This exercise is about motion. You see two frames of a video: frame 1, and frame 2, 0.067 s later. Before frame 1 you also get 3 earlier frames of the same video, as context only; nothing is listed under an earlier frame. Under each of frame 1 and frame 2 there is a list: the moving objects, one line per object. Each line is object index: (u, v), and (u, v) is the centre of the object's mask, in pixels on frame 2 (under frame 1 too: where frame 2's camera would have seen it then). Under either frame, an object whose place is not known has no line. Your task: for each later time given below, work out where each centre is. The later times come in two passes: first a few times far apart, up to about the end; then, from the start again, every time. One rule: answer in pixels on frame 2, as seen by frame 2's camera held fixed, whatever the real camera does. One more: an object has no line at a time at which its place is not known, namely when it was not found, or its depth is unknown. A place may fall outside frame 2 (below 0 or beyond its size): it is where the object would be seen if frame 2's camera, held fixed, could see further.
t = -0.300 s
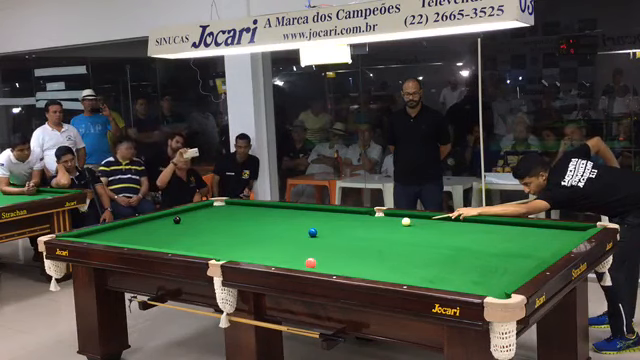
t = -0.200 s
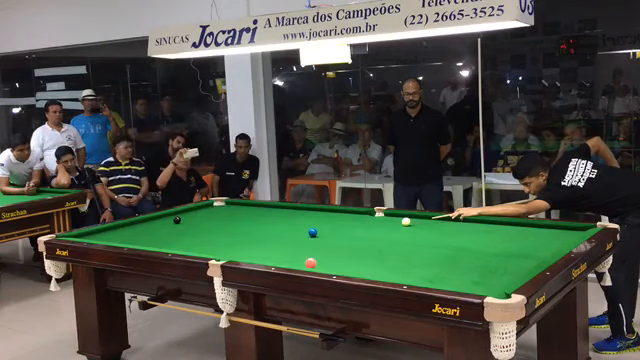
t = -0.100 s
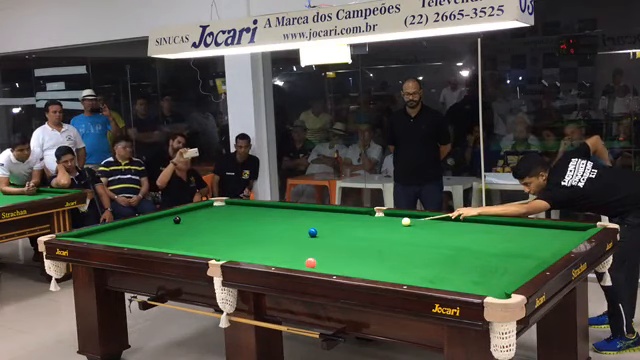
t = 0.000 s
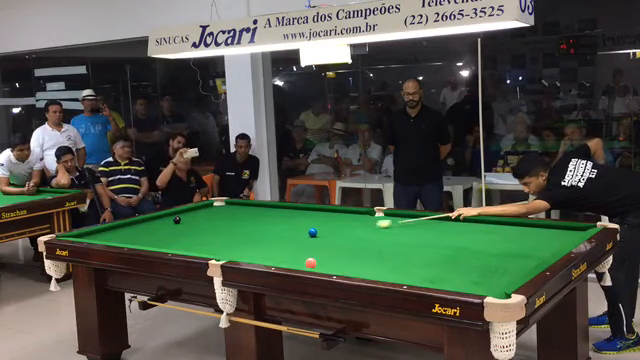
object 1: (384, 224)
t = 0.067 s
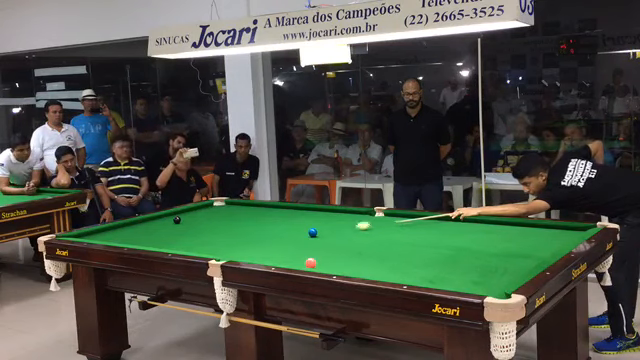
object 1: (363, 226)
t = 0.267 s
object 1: (312, 229)
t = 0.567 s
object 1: (261, 229)
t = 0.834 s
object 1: (218, 229)
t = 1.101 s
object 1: (178, 228)
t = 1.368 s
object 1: (140, 228)
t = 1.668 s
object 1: (113, 228)
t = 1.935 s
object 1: (123, 231)
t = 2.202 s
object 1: (133, 232)
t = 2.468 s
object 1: (143, 235)
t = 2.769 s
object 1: (153, 237)
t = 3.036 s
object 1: (161, 239)
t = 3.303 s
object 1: (169, 241)
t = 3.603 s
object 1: (177, 243)
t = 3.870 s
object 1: (183, 245)
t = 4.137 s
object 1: (189, 246)
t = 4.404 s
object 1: (195, 247)
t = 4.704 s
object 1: (200, 248)
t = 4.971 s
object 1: (204, 249)
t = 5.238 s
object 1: (207, 250)
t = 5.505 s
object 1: (209, 251)
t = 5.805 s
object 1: (210, 251)
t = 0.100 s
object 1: (353, 227)
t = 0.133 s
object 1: (344, 228)
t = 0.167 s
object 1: (334, 228)
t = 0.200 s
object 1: (326, 229)
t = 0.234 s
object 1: (319, 229)
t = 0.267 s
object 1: (312, 229)
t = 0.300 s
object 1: (306, 228)
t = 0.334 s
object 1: (300, 229)
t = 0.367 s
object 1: (295, 229)
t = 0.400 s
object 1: (289, 229)
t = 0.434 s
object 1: (283, 229)
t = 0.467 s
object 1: (278, 229)
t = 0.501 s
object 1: (272, 229)
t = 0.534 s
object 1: (266, 229)
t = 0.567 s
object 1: (261, 229)
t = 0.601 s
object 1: (255, 229)
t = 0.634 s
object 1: (250, 229)
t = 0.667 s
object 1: (244, 229)
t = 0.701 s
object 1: (239, 229)
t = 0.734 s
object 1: (233, 229)
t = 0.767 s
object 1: (228, 229)
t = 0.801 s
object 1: (223, 229)
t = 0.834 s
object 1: (218, 229)
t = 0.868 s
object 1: (213, 229)
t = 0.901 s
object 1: (208, 229)
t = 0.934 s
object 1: (202, 229)
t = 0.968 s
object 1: (198, 229)
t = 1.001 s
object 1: (192, 228)
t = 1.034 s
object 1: (187, 228)
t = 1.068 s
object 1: (182, 228)
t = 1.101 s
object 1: (178, 228)
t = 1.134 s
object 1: (173, 228)
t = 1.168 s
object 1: (168, 228)
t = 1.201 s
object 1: (163, 228)
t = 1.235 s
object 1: (159, 228)
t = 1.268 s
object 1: (154, 228)
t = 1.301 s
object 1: (149, 228)
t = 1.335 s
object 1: (144, 228)
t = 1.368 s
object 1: (140, 228)
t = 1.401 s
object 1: (135, 228)
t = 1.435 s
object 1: (131, 228)
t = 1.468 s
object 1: (127, 228)
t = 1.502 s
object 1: (122, 228)
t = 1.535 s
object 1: (118, 228)
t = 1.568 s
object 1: (113, 227)
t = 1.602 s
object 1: (110, 228)
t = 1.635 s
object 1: (111, 228)
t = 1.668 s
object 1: (113, 228)
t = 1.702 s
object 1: (115, 228)
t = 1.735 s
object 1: (116, 229)
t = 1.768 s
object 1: (118, 229)
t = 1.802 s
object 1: (119, 229)
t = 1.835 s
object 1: (120, 230)
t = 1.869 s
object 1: (121, 230)
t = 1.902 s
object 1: (122, 230)
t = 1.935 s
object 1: (123, 231)
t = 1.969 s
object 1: (125, 231)
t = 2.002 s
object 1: (126, 231)
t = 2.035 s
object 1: (127, 231)
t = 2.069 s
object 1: (129, 232)
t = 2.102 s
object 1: (130, 232)
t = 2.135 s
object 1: (131, 232)
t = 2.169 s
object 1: (132, 232)
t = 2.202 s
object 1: (133, 232)
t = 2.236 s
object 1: (134, 233)
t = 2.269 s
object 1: (136, 233)
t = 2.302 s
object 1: (137, 233)
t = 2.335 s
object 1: (138, 234)
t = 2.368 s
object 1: (139, 234)
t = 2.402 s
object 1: (140, 234)
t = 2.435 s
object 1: (141, 234)
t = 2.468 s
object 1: (143, 235)
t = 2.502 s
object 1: (144, 235)
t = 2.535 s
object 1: (145, 235)
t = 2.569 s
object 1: (146, 235)
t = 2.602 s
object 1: (147, 236)
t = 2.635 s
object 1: (148, 236)
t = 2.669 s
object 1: (149, 236)
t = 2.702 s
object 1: (150, 236)
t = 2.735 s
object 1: (152, 237)
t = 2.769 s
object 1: (153, 237)
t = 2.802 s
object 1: (153, 237)
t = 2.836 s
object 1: (155, 237)
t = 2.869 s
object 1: (155, 238)
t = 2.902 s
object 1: (157, 238)
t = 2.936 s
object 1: (158, 238)
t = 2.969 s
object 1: (159, 238)
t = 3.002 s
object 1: (160, 239)
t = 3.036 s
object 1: (161, 239)
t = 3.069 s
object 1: (162, 239)
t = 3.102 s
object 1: (163, 240)
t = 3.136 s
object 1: (164, 240)
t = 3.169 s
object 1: (165, 240)
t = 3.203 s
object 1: (166, 240)
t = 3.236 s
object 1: (167, 240)
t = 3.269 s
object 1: (168, 241)
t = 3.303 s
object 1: (169, 241)
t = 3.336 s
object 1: (170, 241)
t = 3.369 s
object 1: (170, 241)
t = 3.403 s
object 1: (171, 242)
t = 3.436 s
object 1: (172, 242)
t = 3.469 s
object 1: (173, 242)
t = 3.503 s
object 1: (174, 242)
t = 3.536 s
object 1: (175, 243)
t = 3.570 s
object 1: (176, 243)
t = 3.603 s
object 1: (177, 243)
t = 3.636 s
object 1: (178, 243)
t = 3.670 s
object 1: (179, 243)
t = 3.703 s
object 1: (180, 243)
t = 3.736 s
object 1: (180, 244)
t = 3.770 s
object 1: (181, 244)
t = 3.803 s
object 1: (182, 244)
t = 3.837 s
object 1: (183, 244)
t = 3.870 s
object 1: (183, 245)
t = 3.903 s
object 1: (184, 245)
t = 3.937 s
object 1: (185, 245)
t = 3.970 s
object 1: (185, 245)
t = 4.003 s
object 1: (186, 245)
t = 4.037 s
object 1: (187, 245)
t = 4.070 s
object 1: (188, 245)
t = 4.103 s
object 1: (189, 246)
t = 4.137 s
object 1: (189, 246)
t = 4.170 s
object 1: (190, 246)
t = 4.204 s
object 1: (191, 246)
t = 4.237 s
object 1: (192, 246)
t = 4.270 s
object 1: (192, 246)
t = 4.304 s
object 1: (193, 247)
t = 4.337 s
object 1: (194, 247)
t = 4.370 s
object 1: (194, 247)
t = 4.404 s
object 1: (195, 247)
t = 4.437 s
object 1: (196, 247)
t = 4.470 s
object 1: (196, 247)
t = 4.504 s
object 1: (197, 247)
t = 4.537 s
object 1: (197, 248)
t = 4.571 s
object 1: (198, 248)
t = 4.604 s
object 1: (199, 248)
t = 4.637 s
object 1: (199, 248)
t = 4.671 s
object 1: (200, 248)
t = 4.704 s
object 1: (200, 248)
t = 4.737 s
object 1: (201, 248)
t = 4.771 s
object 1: (201, 249)
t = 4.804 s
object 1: (202, 249)
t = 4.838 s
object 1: (202, 249)
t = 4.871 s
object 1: (202, 249)
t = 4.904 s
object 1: (203, 249)
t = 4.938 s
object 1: (204, 249)
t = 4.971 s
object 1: (204, 249)
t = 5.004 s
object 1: (204, 249)
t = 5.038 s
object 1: (204, 249)
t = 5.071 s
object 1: (205, 249)
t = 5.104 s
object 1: (205, 249)
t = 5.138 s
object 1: (206, 250)
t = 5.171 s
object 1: (206, 250)
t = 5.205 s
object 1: (206, 250)
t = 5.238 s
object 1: (207, 250)
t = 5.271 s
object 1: (207, 250)
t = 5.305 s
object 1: (208, 250)
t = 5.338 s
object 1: (208, 250)
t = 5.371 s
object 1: (208, 250)
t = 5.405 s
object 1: (208, 250)
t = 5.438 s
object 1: (208, 250)
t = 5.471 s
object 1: (209, 250)
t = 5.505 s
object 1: (209, 251)
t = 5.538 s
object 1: (209, 251)
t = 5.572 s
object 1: (209, 251)
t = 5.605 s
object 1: (210, 251)
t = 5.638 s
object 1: (210, 251)
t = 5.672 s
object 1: (210, 251)
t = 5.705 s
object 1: (210, 251)
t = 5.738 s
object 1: (210, 251)
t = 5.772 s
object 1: (210, 251)
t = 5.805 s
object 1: (210, 251)
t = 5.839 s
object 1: (210, 251)
